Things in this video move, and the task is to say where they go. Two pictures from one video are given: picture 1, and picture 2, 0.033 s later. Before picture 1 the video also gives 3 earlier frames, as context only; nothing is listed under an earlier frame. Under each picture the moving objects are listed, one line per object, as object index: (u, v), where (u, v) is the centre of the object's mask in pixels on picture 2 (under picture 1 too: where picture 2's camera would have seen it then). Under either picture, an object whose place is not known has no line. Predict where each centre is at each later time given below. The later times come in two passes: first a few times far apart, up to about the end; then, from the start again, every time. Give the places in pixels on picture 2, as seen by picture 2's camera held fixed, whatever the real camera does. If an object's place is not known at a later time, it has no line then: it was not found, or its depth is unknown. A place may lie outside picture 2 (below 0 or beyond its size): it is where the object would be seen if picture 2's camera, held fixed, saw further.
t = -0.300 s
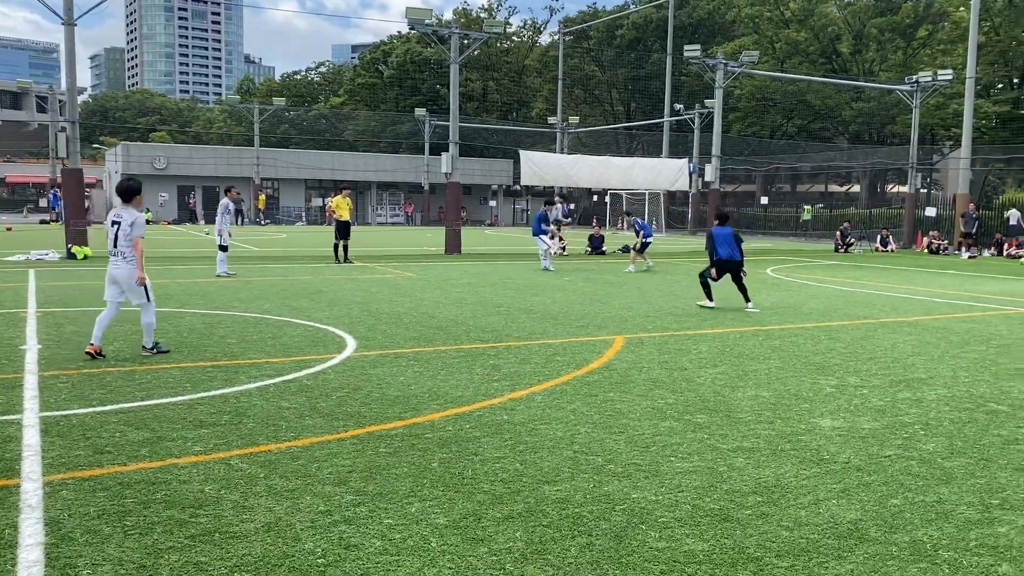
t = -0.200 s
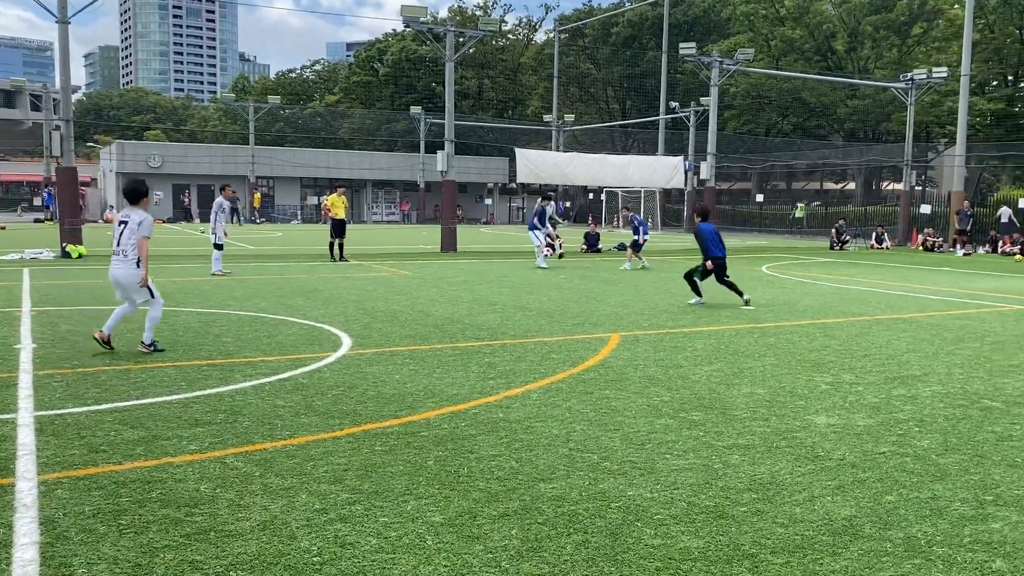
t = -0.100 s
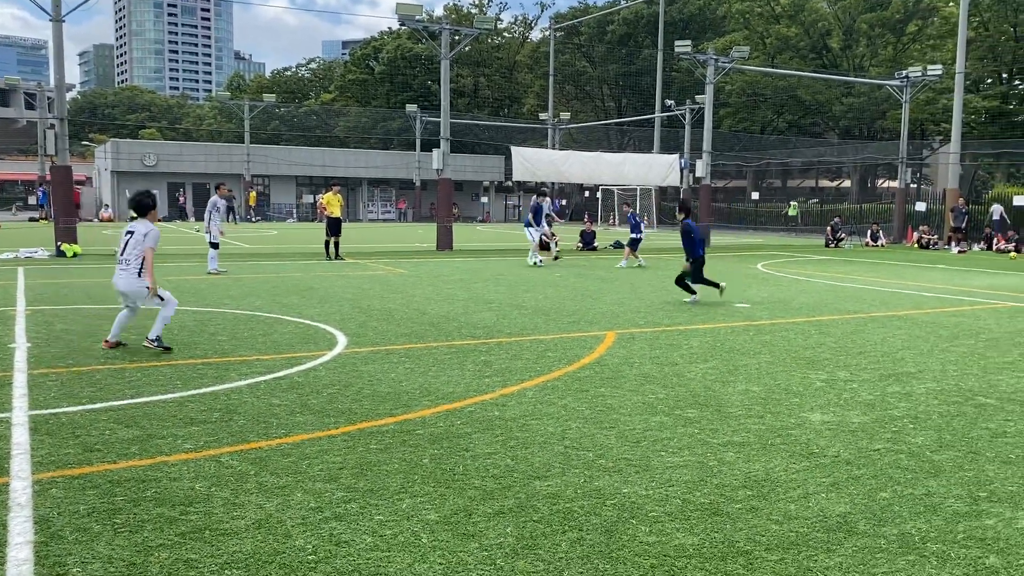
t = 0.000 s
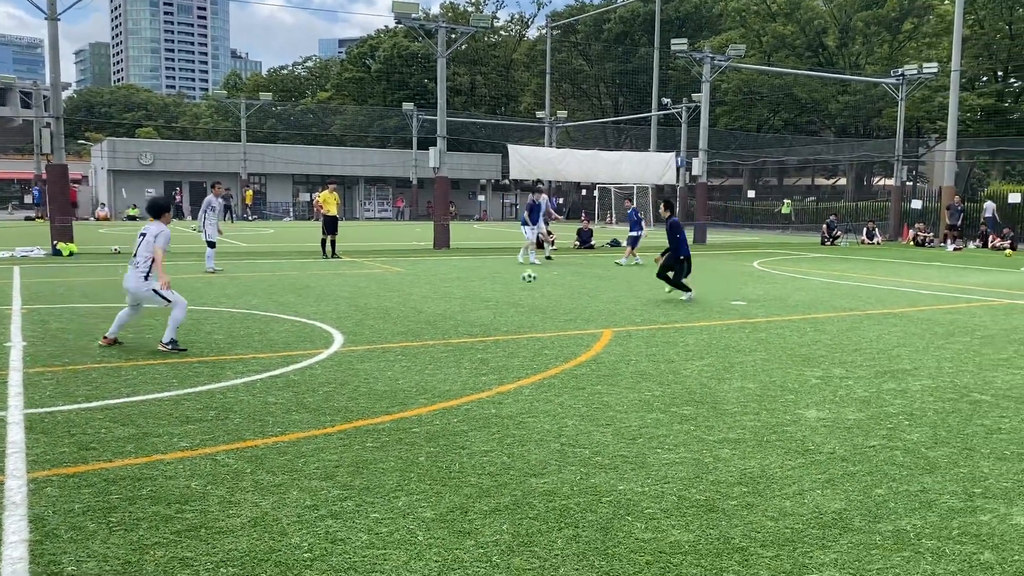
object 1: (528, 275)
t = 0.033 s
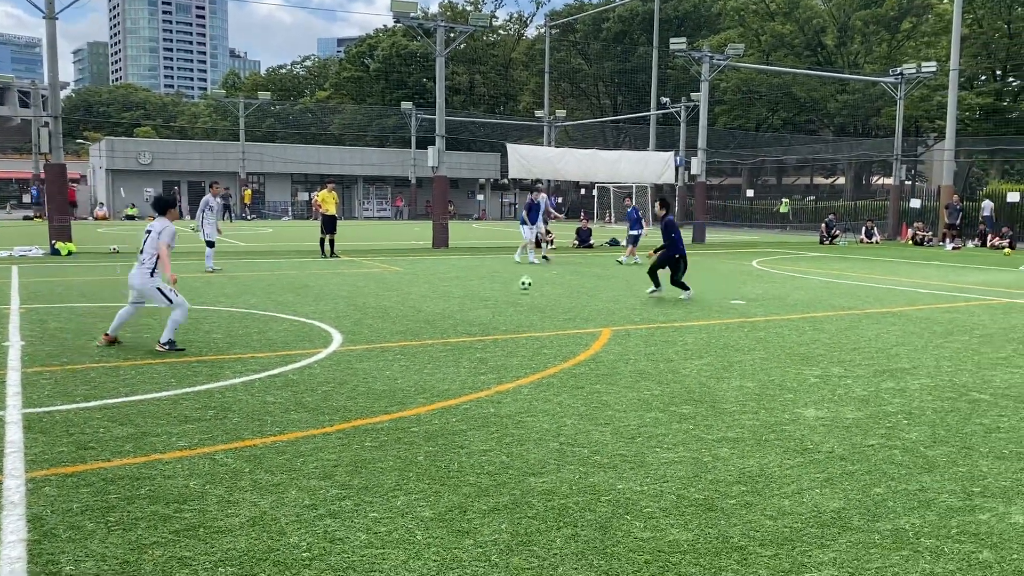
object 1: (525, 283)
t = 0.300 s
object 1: (509, 295)
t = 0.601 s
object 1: (491, 319)
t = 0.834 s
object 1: (472, 338)
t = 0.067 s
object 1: (523, 289)
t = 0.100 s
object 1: (521, 288)
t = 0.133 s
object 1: (519, 287)
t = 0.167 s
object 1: (518, 287)
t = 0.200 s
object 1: (516, 288)
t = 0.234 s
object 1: (513, 290)
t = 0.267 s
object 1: (512, 292)
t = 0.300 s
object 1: (509, 295)
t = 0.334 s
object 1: (508, 300)
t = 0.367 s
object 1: (504, 306)
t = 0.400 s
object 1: (504, 307)
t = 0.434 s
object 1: (501, 308)
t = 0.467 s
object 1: (499, 309)
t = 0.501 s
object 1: (498, 313)
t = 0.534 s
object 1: (496, 317)
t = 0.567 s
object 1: (493, 318)
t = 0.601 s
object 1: (491, 319)
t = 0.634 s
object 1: (489, 322)
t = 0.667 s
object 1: (486, 326)
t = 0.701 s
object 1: (483, 329)
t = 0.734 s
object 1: (481, 331)
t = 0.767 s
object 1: (478, 334)
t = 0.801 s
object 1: (475, 336)
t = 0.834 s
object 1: (472, 338)
